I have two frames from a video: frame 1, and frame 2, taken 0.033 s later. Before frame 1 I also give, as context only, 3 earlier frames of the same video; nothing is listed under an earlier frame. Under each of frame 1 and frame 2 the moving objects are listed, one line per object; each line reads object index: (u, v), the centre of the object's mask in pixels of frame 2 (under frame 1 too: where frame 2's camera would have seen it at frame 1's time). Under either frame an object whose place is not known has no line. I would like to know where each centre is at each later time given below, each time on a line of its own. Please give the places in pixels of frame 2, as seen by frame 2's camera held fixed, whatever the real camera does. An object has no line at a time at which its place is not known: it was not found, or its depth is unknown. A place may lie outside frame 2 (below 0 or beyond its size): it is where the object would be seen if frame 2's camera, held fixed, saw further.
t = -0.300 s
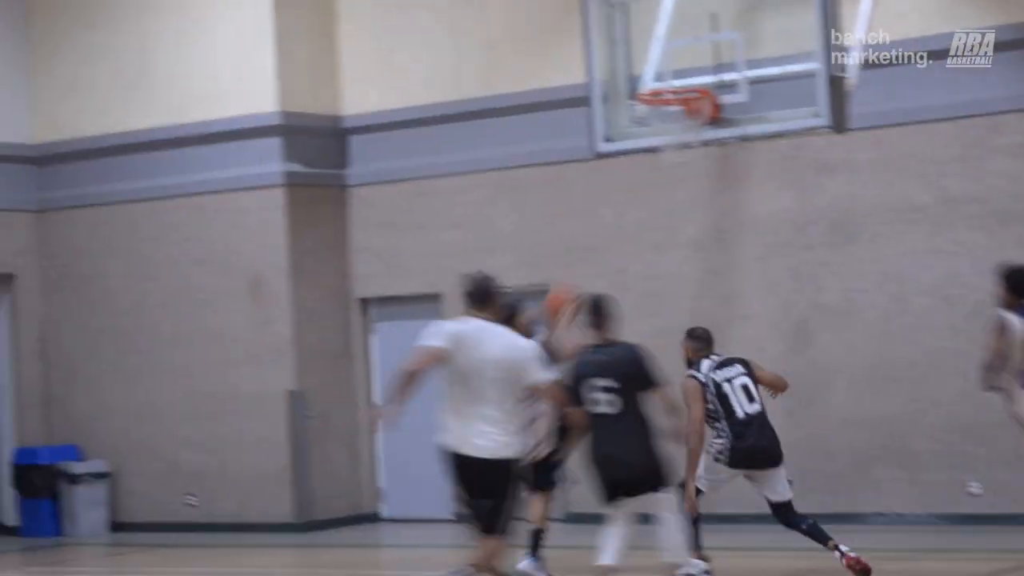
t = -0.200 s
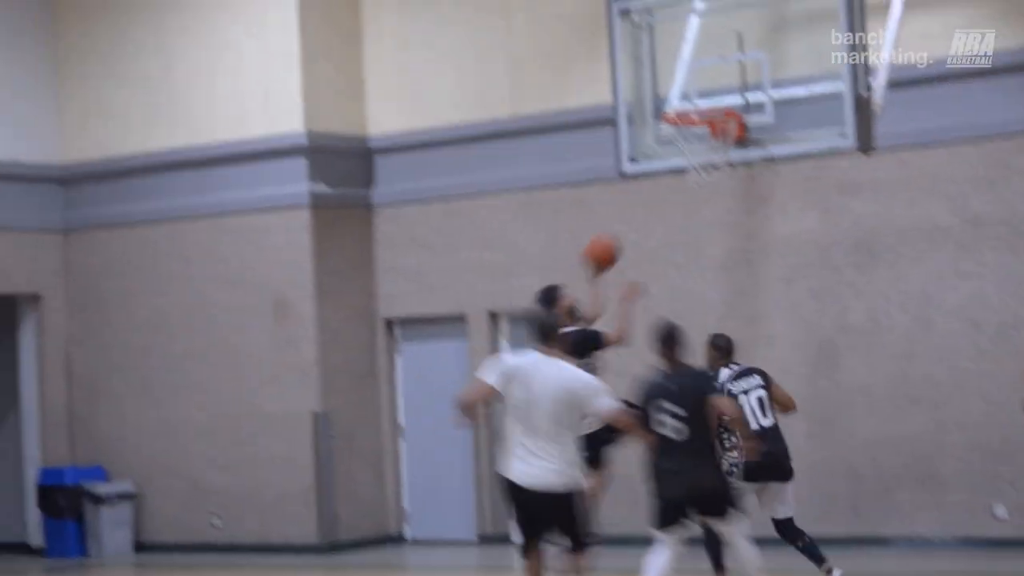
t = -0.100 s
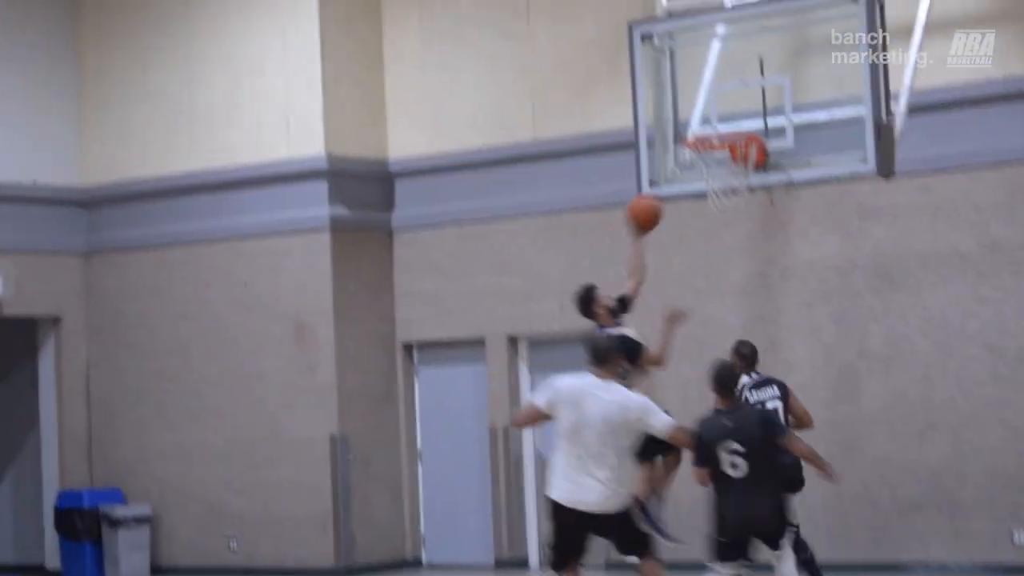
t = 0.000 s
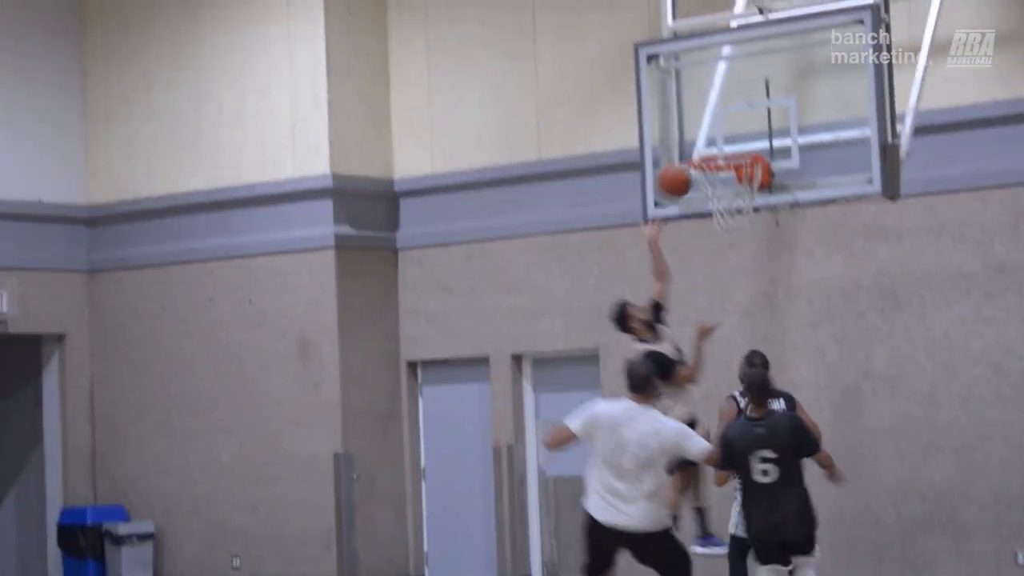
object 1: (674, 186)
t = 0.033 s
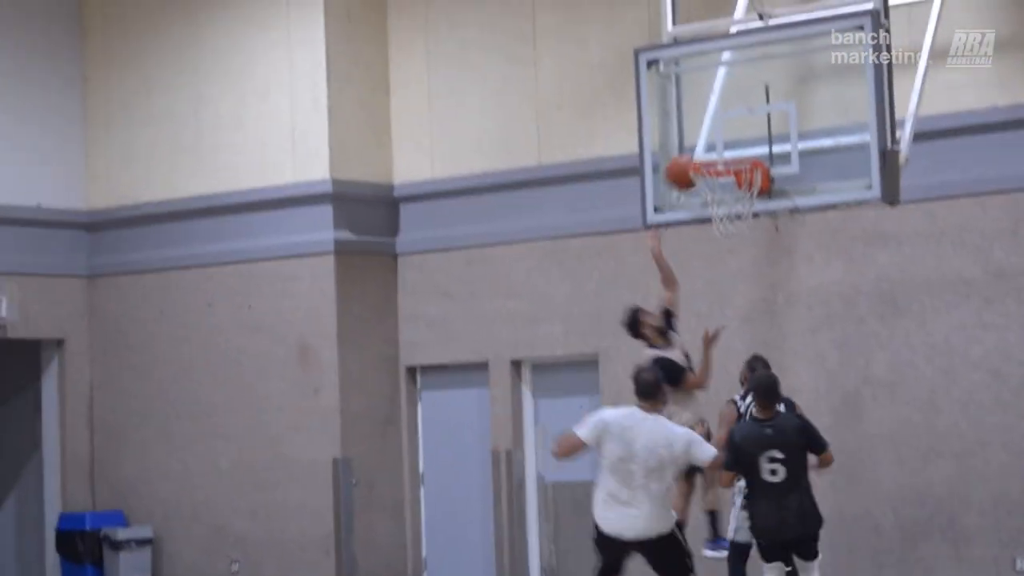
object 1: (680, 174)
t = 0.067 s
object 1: (688, 158)
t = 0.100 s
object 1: (700, 150)
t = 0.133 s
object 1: (708, 140)
